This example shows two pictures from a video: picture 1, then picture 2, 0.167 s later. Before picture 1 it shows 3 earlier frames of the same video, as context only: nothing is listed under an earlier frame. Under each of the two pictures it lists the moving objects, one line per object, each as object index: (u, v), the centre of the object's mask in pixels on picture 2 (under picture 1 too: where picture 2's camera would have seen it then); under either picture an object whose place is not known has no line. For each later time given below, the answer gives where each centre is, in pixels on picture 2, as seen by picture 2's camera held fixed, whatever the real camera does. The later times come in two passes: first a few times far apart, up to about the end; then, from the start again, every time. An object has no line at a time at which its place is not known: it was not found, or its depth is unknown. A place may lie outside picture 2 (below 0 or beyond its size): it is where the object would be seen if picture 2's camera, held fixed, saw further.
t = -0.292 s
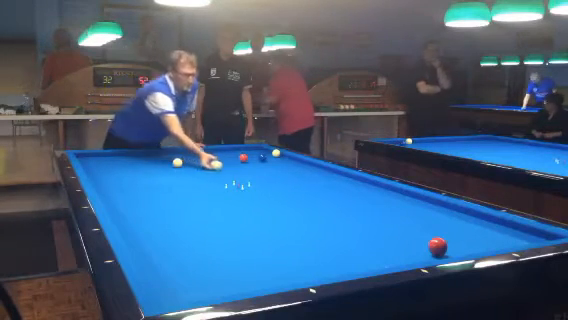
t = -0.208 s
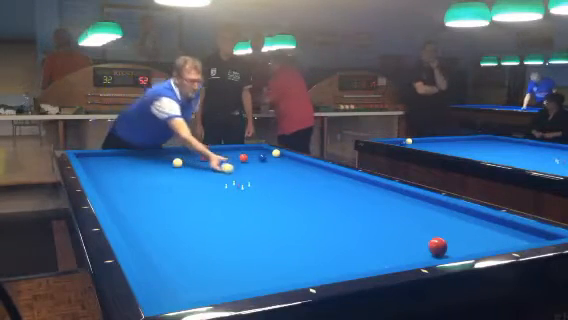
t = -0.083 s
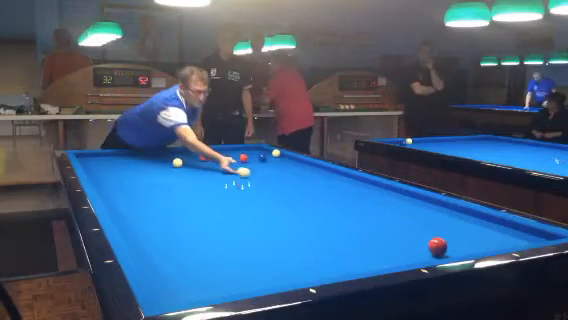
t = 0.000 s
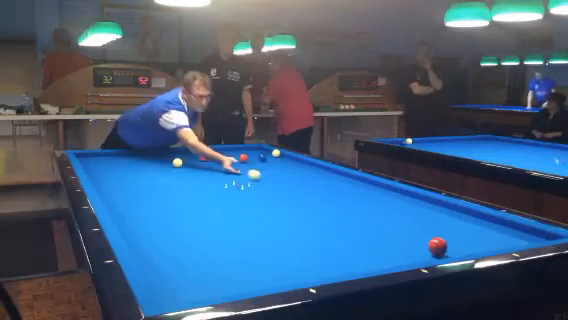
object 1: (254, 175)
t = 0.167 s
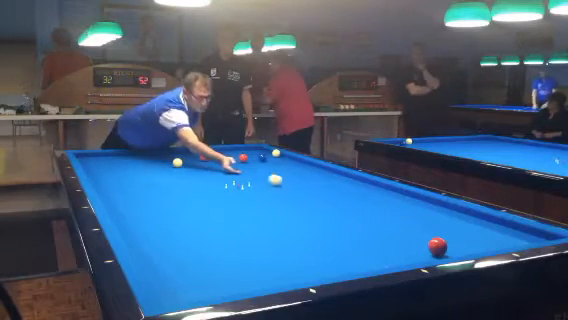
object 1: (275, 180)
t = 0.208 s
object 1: (281, 181)
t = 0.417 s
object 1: (311, 189)
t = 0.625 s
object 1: (346, 197)
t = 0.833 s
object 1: (386, 207)
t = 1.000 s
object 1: (423, 216)
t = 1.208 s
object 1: (478, 230)
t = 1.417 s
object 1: (520, 238)
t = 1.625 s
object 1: (491, 227)
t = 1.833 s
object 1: (473, 218)
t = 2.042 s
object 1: (456, 210)
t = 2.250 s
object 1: (442, 203)
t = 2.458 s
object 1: (423, 198)
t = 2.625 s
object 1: (408, 195)
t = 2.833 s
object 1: (392, 191)
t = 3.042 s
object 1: (377, 187)
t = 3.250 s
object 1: (363, 184)
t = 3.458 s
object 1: (350, 180)
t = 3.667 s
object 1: (338, 178)
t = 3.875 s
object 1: (327, 175)
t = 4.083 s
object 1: (317, 172)
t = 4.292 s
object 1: (308, 170)
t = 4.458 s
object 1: (301, 168)
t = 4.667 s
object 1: (292, 166)
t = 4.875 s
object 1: (284, 164)
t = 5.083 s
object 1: (277, 163)
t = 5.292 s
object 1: (270, 161)
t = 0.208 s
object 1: (281, 181)
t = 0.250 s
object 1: (287, 183)
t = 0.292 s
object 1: (293, 184)
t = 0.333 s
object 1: (298, 185)
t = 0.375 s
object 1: (305, 187)
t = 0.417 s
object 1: (311, 189)
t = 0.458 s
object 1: (318, 190)
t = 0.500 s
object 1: (325, 192)
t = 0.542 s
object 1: (331, 193)
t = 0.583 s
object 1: (338, 195)
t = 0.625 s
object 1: (346, 197)
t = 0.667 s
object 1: (353, 199)
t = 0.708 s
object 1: (361, 201)
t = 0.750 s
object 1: (369, 203)
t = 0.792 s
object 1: (377, 205)
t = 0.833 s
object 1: (386, 207)
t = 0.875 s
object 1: (395, 209)
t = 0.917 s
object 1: (404, 211)
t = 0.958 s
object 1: (413, 214)
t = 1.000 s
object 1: (423, 216)
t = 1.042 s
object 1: (433, 219)
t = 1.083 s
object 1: (444, 221)
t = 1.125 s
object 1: (454, 224)
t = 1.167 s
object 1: (466, 227)
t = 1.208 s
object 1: (478, 230)
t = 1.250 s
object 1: (489, 233)
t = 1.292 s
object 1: (501, 236)
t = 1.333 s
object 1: (514, 238)
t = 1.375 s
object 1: (525, 240)
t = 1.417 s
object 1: (520, 238)
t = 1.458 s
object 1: (513, 236)
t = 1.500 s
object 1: (507, 234)
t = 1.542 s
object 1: (501, 231)
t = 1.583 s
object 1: (496, 229)
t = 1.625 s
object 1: (491, 227)
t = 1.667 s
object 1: (487, 225)
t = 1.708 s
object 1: (484, 223)
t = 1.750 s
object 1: (480, 222)
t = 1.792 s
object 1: (477, 220)
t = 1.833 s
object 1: (473, 218)
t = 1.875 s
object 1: (470, 216)
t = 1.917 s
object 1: (466, 215)
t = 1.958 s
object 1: (463, 213)
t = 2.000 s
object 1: (460, 212)
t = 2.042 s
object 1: (456, 210)
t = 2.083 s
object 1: (454, 209)
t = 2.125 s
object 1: (451, 208)
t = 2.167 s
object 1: (448, 206)
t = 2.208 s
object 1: (445, 205)
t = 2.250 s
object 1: (442, 203)
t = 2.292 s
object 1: (439, 202)
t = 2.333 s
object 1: (435, 201)
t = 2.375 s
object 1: (431, 200)
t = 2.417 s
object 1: (427, 199)
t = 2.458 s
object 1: (423, 198)
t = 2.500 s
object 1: (419, 197)
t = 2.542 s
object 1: (416, 197)
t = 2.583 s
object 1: (412, 195)
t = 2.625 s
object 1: (408, 195)
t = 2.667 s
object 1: (405, 194)
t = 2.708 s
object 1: (402, 193)
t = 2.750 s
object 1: (398, 192)
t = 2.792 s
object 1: (395, 191)
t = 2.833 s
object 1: (392, 191)
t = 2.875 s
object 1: (389, 190)
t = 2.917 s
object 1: (386, 189)
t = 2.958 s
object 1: (383, 188)
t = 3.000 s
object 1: (380, 188)
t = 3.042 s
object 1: (377, 187)
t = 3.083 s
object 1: (374, 186)
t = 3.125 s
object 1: (371, 185)
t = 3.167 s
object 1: (368, 185)
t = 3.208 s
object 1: (366, 184)
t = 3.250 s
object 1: (363, 184)
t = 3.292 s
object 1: (360, 183)
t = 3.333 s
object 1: (358, 182)
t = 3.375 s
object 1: (355, 182)
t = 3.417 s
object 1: (353, 181)
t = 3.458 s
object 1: (350, 180)
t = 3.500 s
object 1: (348, 180)
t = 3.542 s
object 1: (345, 179)
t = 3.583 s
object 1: (343, 179)
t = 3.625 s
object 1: (340, 178)
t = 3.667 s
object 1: (338, 178)
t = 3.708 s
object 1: (336, 177)
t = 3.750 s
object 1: (334, 176)
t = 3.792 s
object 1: (331, 176)
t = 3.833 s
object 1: (329, 175)
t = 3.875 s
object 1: (327, 175)
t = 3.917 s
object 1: (325, 174)
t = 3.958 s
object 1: (323, 174)
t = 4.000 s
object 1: (321, 173)
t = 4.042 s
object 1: (319, 173)
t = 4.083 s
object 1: (317, 172)
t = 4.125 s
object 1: (315, 172)
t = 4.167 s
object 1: (313, 171)
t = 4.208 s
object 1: (311, 171)
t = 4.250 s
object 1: (309, 170)
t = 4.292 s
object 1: (308, 170)
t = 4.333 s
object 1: (306, 170)
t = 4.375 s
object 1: (304, 169)
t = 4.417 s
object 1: (302, 168)
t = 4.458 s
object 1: (301, 168)
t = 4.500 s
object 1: (299, 167)
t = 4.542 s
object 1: (297, 167)
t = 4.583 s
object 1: (295, 167)
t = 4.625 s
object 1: (293, 166)
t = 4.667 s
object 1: (292, 166)
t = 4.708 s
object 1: (290, 166)
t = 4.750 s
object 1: (289, 165)
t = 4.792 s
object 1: (287, 165)
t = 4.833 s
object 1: (285, 165)
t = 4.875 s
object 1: (284, 164)
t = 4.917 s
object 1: (282, 164)
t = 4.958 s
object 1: (281, 164)
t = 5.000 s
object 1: (280, 164)
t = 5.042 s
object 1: (278, 163)
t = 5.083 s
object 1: (277, 163)
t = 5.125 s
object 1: (275, 163)
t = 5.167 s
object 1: (274, 162)
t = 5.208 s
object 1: (273, 162)
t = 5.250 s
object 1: (271, 161)
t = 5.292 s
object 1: (270, 161)
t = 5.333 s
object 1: (268, 161)
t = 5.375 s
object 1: (267, 161)
